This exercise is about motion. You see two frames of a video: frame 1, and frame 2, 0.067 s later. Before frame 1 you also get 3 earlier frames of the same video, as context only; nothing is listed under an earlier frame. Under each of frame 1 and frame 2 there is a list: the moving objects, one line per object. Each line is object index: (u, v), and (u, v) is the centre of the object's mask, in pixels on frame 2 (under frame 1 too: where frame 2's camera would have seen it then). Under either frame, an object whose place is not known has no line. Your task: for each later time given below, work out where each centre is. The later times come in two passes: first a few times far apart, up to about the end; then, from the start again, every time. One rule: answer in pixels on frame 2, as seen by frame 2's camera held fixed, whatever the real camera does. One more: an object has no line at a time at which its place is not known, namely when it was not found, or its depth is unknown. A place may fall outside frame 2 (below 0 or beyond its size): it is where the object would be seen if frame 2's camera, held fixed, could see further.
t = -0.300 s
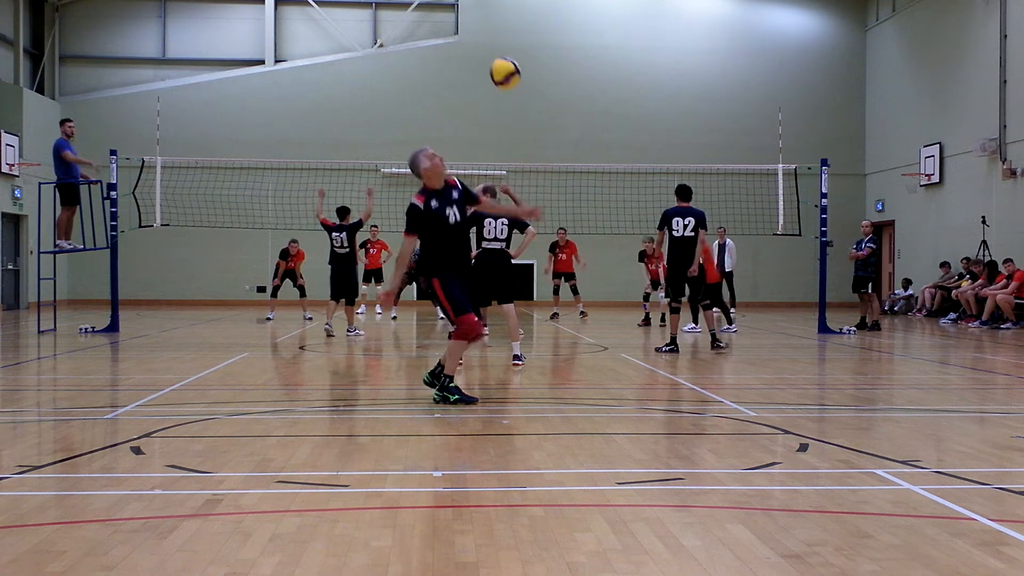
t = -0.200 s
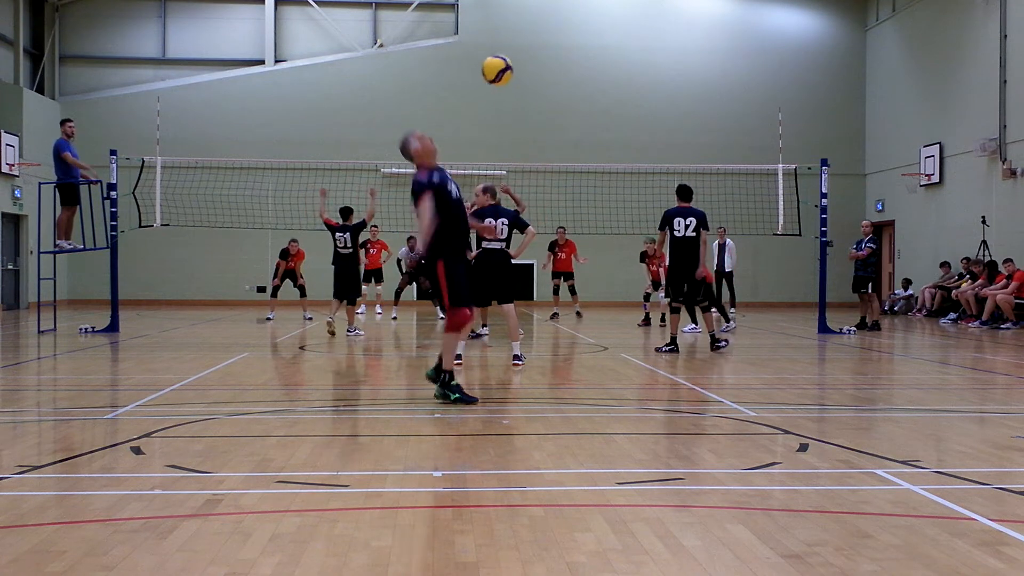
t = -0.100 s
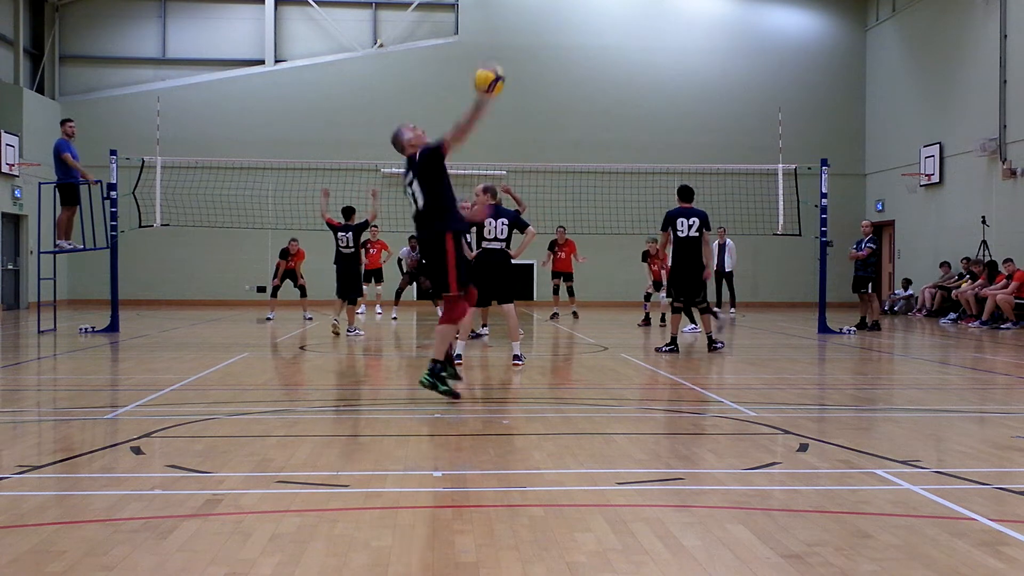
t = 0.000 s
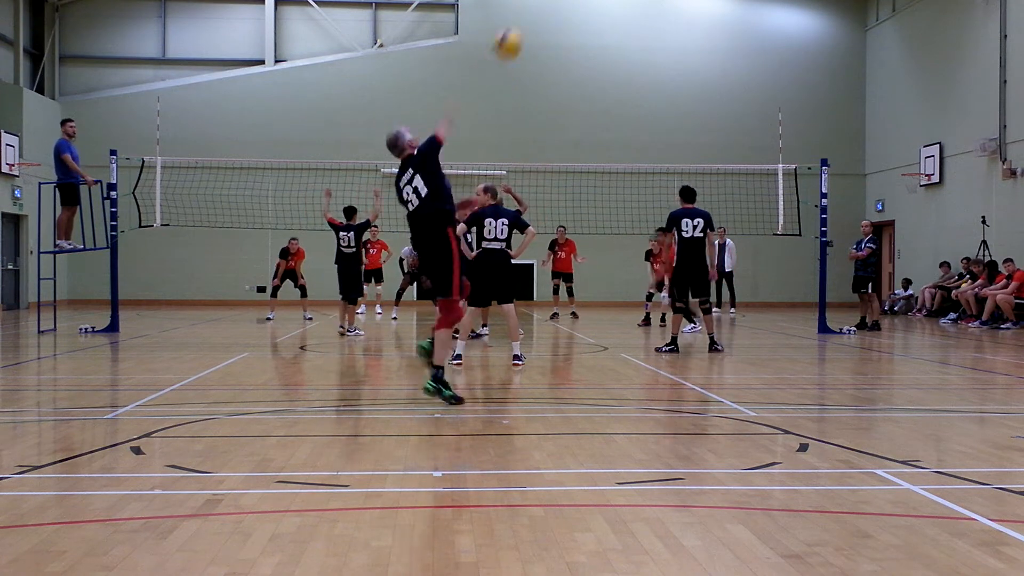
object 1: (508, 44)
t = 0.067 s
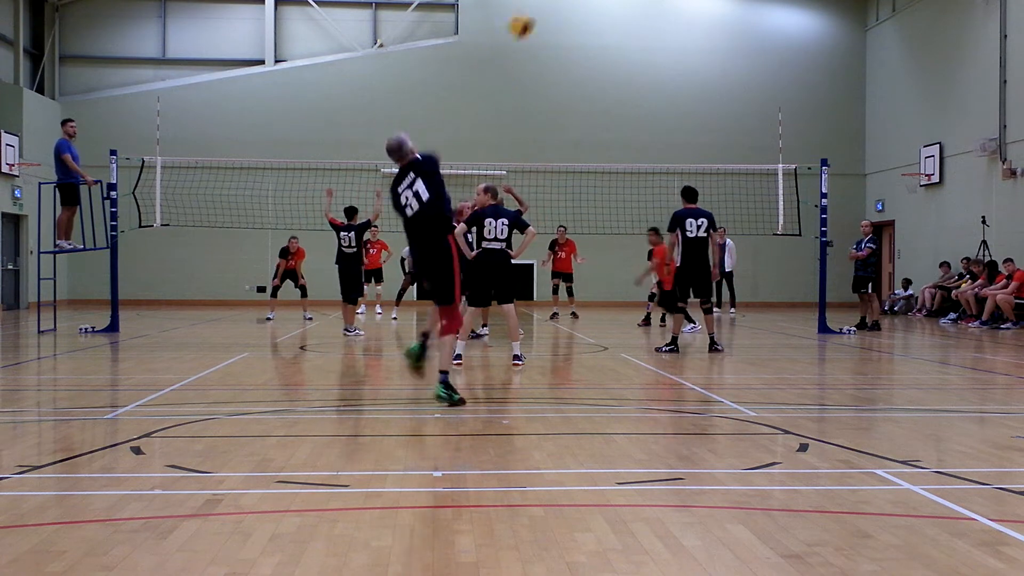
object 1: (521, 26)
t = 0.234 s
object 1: (549, 8)
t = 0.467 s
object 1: (579, 29)
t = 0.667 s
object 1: (597, 74)
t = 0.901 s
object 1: (612, 143)
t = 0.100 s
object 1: (527, 18)
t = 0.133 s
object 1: (533, 12)
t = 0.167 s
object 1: (539, 9)
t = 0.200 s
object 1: (544, 8)
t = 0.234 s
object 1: (549, 8)
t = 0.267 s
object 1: (554, 8)
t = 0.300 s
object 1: (558, 8)
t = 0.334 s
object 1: (563, 10)
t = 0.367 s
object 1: (567, 14)
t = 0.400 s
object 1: (571, 19)
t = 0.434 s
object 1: (575, 24)
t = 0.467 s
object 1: (579, 29)
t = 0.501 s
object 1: (582, 36)
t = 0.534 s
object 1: (585, 43)
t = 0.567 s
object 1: (587, 50)
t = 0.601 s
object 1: (591, 58)
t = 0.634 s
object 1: (594, 66)
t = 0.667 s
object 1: (597, 74)
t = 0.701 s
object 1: (600, 83)
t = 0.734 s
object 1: (601, 93)
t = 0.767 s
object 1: (604, 102)
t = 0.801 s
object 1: (606, 111)
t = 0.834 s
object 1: (607, 121)
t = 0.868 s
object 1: (611, 132)
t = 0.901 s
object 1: (612, 143)
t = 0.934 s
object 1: (613, 153)
